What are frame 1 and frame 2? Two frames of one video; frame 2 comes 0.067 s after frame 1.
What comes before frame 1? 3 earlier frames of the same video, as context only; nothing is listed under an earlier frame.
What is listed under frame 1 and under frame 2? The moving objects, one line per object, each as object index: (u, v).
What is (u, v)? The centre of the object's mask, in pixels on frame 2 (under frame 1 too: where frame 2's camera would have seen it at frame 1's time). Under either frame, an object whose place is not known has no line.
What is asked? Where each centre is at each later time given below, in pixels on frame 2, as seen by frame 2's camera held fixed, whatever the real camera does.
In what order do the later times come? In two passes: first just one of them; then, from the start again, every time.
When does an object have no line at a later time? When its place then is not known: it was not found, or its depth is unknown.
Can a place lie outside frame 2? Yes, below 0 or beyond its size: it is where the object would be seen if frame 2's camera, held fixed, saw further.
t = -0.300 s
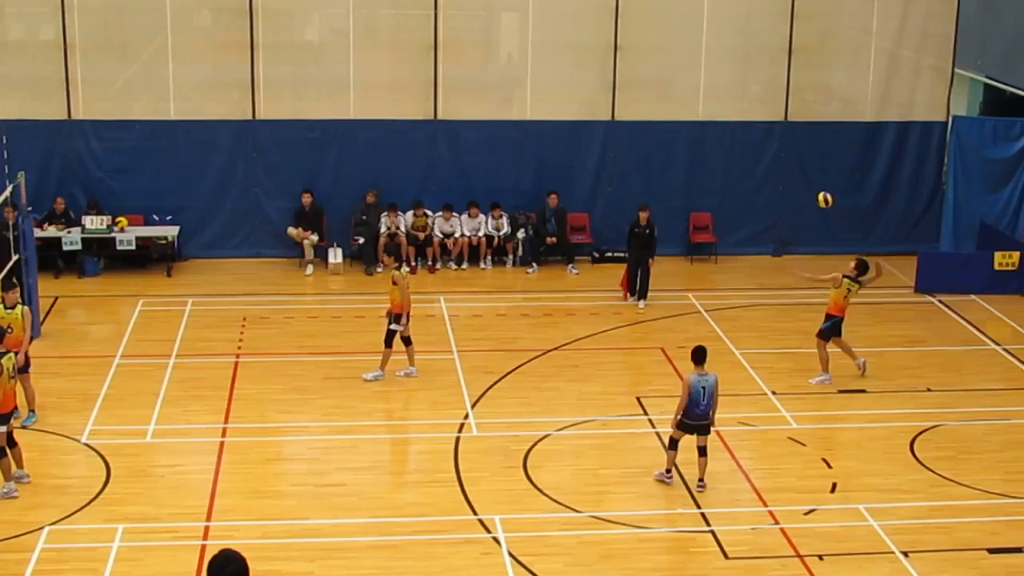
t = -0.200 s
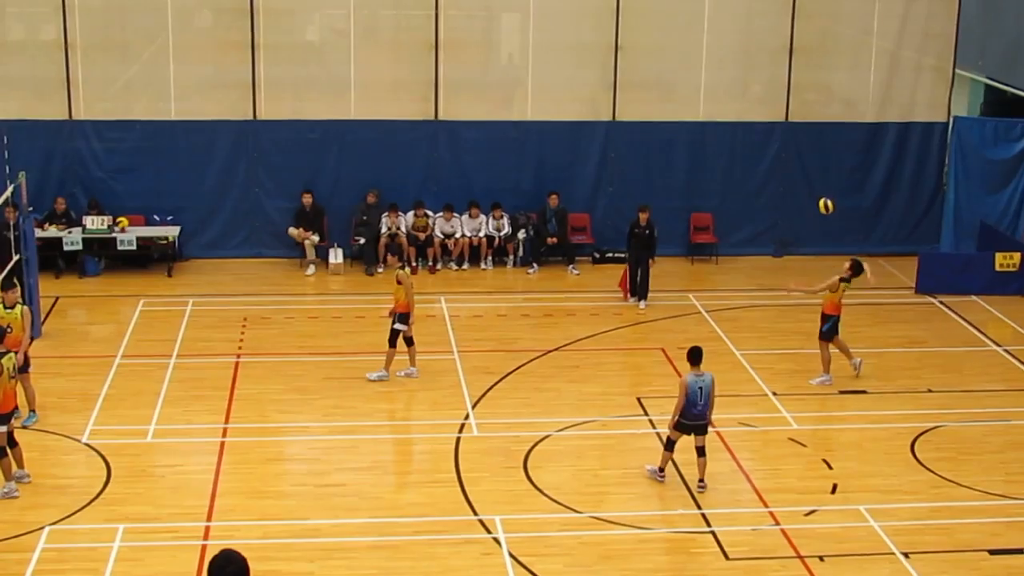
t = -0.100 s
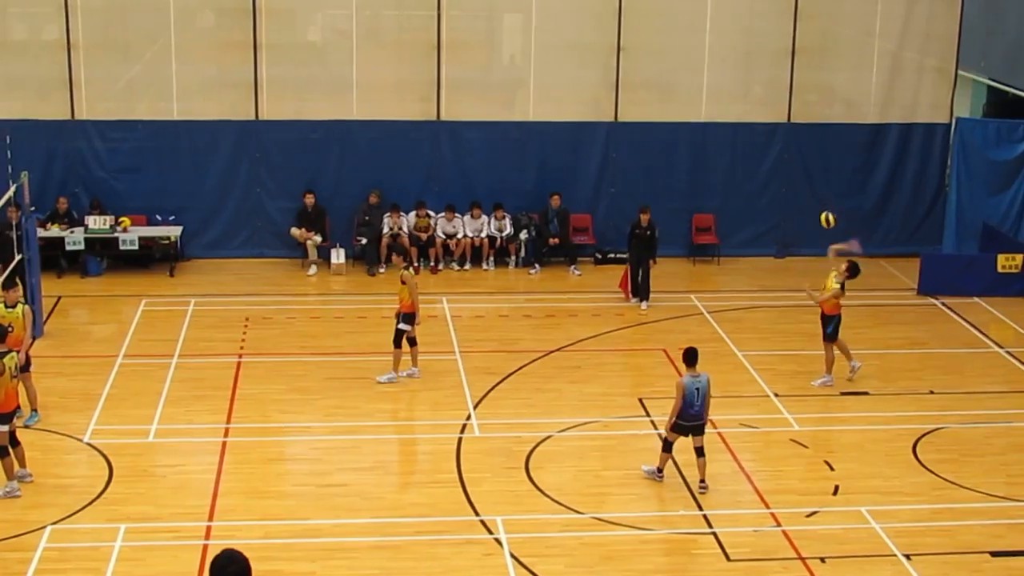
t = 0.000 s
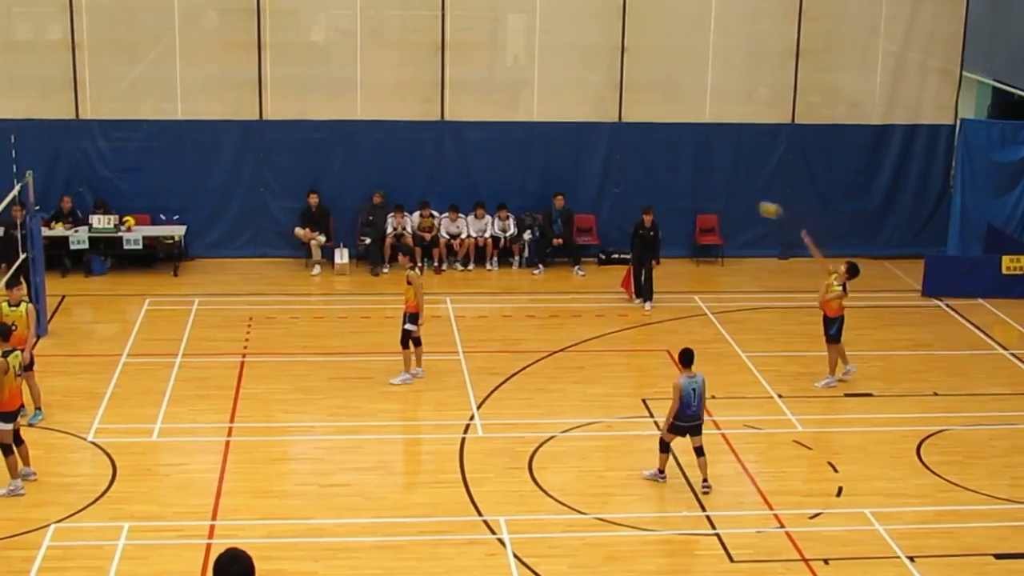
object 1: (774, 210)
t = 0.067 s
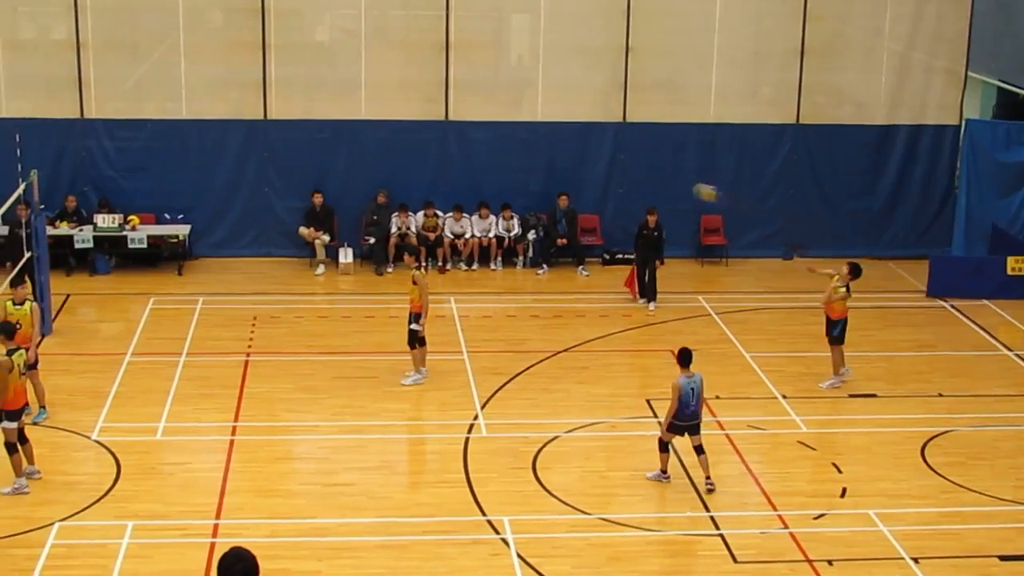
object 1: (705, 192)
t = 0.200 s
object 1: (566, 165)
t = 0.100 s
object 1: (671, 185)
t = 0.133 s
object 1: (638, 178)
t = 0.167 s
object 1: (602, 171)
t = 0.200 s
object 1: (566, 165)
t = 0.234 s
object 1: (531, 161)
